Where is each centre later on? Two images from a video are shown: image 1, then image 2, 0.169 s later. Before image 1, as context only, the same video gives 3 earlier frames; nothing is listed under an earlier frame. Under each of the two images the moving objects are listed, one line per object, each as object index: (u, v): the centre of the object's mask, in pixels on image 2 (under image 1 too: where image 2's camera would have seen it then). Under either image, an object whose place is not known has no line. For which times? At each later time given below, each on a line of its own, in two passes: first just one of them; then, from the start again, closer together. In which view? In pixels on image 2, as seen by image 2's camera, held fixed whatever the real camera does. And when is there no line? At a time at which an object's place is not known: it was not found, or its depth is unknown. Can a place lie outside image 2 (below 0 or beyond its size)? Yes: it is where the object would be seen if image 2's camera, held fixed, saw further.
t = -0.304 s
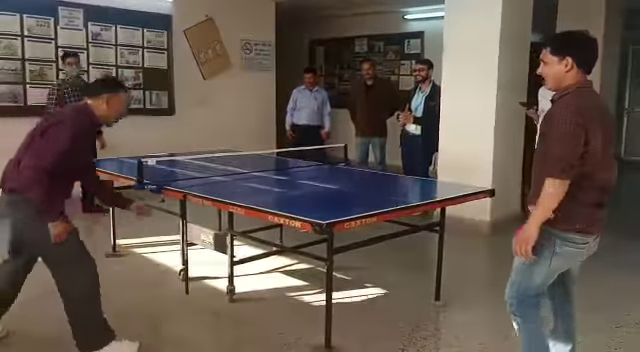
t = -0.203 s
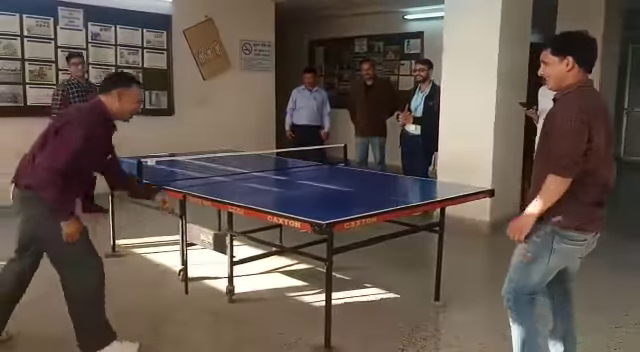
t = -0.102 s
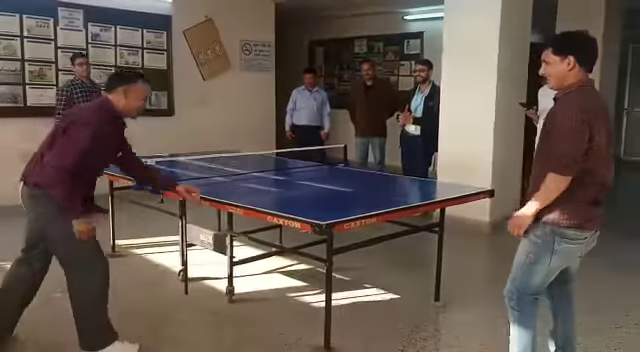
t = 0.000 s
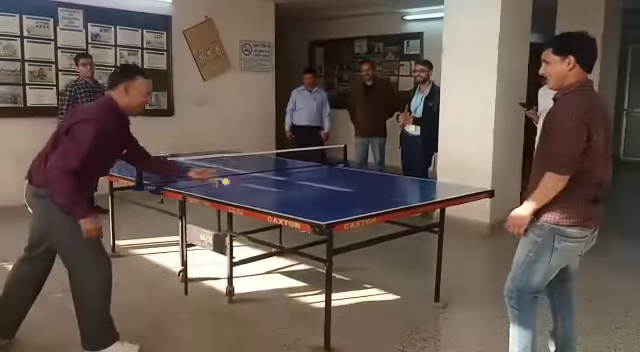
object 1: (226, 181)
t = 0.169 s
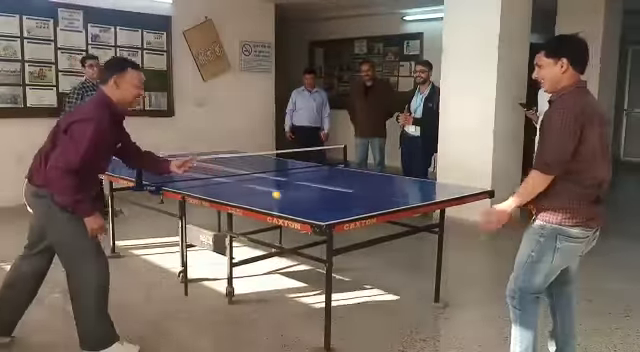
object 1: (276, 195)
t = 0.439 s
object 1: (332, 196)
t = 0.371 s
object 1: (319, 187)
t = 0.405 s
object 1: (325, 190)
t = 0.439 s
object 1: (332, 196)
